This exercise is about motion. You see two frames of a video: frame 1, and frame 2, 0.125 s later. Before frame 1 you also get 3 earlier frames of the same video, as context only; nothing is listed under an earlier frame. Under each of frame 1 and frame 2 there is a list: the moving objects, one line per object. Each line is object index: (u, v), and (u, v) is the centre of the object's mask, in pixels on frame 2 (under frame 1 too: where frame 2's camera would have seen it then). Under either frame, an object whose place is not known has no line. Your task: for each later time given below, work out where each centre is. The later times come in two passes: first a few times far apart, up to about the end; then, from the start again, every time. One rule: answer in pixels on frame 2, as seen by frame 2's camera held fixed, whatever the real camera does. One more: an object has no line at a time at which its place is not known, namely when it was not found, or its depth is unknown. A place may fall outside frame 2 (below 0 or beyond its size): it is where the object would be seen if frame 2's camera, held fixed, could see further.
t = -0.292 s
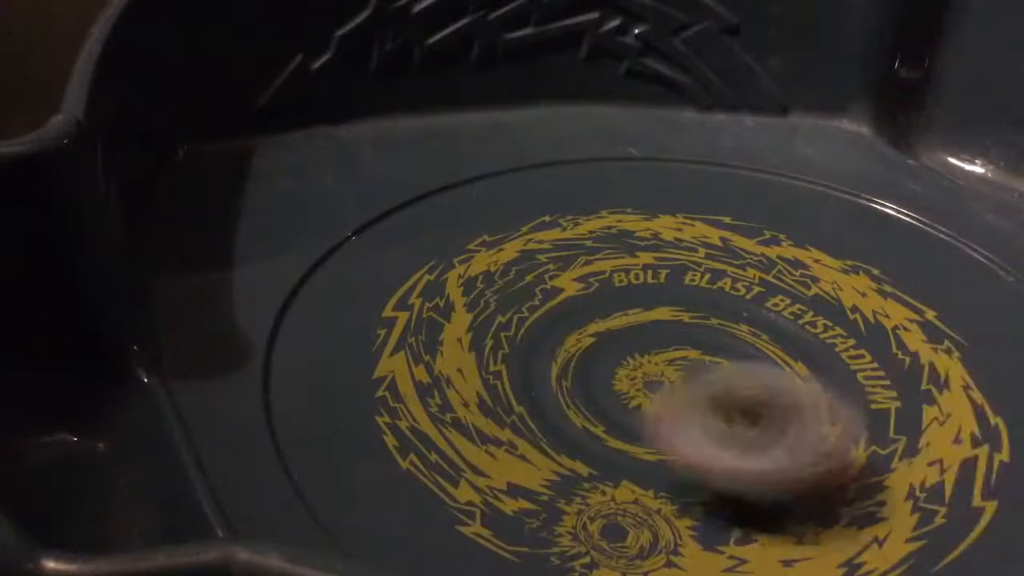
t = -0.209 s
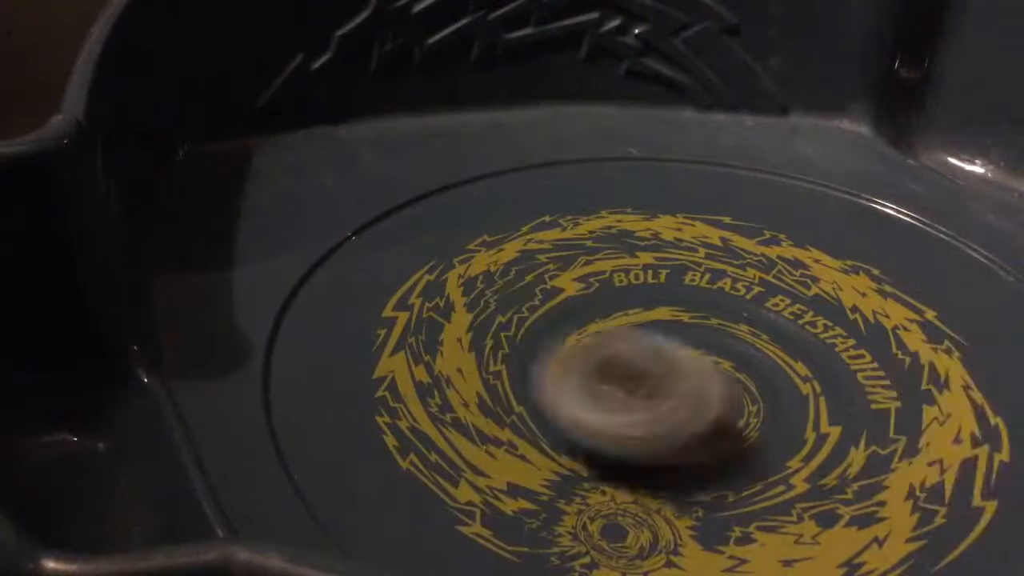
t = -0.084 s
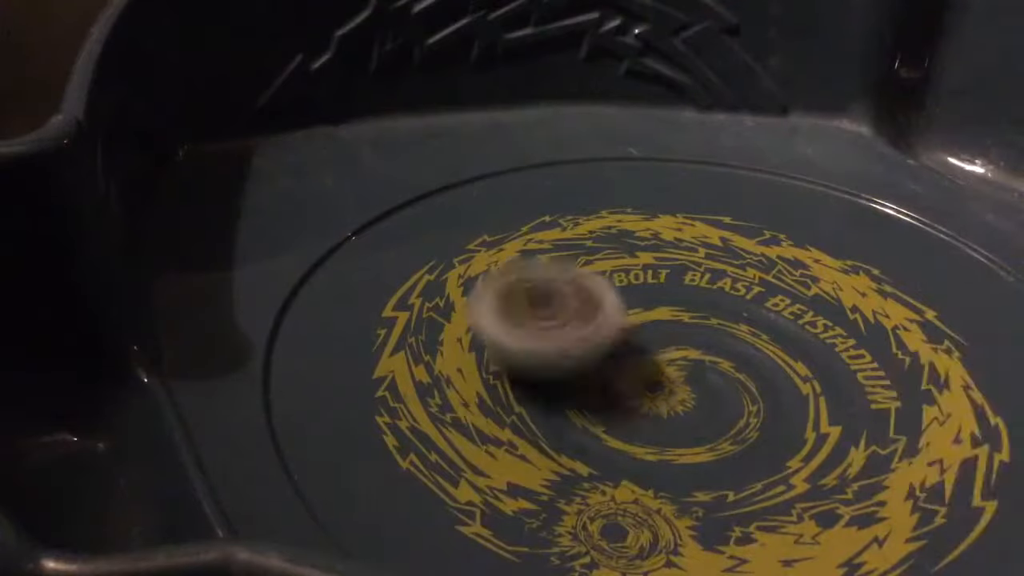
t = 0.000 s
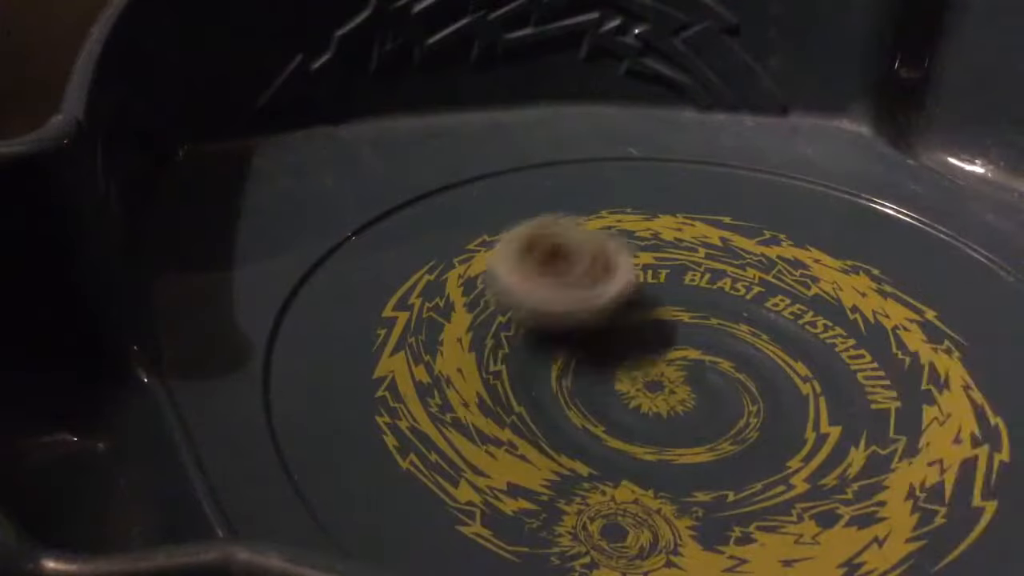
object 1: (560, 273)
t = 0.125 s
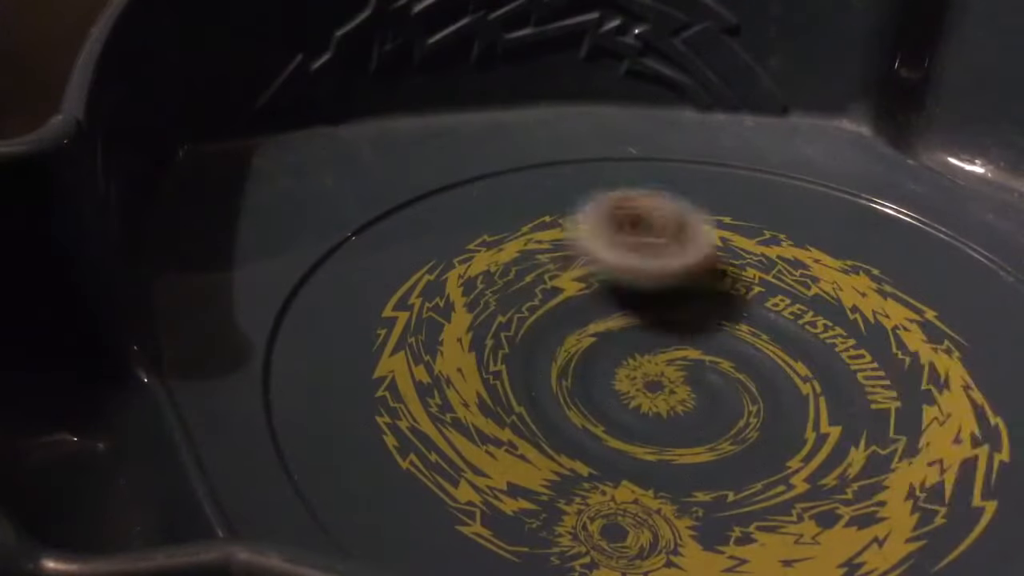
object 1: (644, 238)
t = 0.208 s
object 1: (712, 253)
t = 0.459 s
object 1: (855, 365)
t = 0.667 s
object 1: (708, 434)
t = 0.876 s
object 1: (595, 327)
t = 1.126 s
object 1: (817, 304)
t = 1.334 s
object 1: (851, 398)
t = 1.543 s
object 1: (694, 398)
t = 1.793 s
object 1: (610, 307)
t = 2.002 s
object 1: (710, 294)
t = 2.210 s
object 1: (790, 348)
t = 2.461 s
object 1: (767, 400)
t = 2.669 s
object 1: (774, 401)
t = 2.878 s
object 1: (779, 390)
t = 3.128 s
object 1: (786, 358)
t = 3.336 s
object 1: (772, 330)
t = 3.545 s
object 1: (758, 316)
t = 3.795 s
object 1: (732, 329)
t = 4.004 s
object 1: (734, 366)
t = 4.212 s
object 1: (738, 384)
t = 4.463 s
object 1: (721, 357)
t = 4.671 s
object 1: (685, 343)
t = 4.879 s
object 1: (658, 349)
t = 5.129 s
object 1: (686, 338)
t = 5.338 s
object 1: (682, 334)
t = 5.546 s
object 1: (700, 353)
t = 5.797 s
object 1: (721, 339)
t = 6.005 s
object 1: (710, 345)
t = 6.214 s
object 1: (707, 348)
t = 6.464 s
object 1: (707, 348)
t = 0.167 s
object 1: (676, 243)
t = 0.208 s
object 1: (712, 253)
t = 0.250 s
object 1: (756, 270)
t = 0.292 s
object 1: (793, 285)
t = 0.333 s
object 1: (819, 300)
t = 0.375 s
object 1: (839, 323)
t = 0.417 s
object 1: (853, 344)
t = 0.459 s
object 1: (855, 365)
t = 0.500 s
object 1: (853, 393)
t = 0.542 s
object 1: (835, 418)
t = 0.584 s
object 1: (800, 434)
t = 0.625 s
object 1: (756, 439)
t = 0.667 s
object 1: (708, 434)
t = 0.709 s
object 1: (666, 419)
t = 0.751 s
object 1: (627, 399)
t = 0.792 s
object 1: (601, 378)
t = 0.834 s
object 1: (590, 354)
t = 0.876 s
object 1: (595, 327)
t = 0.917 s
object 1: (614, 307)
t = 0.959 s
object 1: (641, 289)
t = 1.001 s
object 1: (687, 283)
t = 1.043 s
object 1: (732, 284)
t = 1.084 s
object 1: (777, 293)
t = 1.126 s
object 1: (817, 304)
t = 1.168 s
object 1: (841, 316)
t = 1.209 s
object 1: (862, 340)
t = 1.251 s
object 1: (875, 364)
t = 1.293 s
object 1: (870, 383)
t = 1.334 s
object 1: (851, 398)
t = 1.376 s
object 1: (831, 407)
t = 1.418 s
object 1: (801, 413)
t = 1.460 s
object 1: (766, 413)
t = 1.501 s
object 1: (726, 408)
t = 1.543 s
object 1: (694, 398)
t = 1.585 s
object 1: (662, 382)
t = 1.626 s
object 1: (637, 361)
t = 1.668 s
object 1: (625, 346)
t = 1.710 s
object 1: (617, 327)
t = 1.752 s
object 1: (616, 318)
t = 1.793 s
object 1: (610, 307)
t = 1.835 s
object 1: (613, 298)
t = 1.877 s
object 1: (634, 293)
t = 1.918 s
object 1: (660, 290)
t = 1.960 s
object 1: (684, 292)
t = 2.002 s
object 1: (710, 294)
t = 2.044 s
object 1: (736, 303)
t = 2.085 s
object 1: (758, 312)
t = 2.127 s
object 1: (773, 324)
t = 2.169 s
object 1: (786, 336)
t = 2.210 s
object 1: (790, 348)
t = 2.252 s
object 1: (792, 360)
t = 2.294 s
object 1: (795, 369)
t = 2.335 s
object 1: (786, 381)
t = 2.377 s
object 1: (784, 390)
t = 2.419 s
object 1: (777, 396)
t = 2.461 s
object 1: (767, 400)
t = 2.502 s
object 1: (765, 404)
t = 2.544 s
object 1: (771, 404)
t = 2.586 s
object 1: (773, 402)
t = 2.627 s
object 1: (771, 401)
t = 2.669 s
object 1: (774, 401)
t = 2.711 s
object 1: (769, 399)
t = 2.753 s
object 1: (770, 400)
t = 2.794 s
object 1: (779, 398)
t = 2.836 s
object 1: (780, 394)
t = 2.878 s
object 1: (779, 390)
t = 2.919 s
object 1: (787, 388)
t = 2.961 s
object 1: (785, 381)
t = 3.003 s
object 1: (784, 376)
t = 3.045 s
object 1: (791, 369)
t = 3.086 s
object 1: (797, 363)
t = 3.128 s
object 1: (786, 358)
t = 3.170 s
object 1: (786, 356)
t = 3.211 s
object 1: (790, 350)
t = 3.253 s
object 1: (789, 343)
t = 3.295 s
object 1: (780, 331)
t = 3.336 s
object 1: (772, 330)
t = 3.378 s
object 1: (774, 328)
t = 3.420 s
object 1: (772, 320)
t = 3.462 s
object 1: (760, 319)
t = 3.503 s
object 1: (760, 320)
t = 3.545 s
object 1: (758, 316)
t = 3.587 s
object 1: (752, 312)
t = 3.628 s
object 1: (747, 311)
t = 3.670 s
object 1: (740, 313)
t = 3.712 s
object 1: (741, 317)
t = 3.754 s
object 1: (739, 324)
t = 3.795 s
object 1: (732, 329)
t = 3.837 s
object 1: (725, 342)
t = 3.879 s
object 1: (725, 354)
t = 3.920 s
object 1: (732, 363)
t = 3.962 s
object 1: (732, 362)
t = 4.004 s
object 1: (734, 366)
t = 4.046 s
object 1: (738, 375)
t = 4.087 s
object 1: (740, 379)
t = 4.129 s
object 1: (742, 376)
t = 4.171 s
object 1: (737, 378)
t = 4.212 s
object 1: (738, 384)
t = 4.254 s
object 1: (747, 381)
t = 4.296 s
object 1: (750, 375)
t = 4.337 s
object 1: (745, 369)
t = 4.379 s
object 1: (739, 363)
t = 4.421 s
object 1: (734, 360)
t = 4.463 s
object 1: (721, 357)
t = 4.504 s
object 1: (706, 358)
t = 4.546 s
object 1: (707, 359)
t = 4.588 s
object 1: (705, 351)
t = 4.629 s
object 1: (697, 345)
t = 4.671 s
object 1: (685, 343)
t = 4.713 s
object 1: (671, 343)
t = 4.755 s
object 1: (663, 348)
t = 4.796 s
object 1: (661, 349)
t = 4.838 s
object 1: (659, 349)
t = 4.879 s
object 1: (658, 349)
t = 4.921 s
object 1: (658, 347)
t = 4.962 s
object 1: (661, 349)
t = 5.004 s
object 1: (672, 351)
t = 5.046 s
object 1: (684, 350)
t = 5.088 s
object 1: (688, 340)
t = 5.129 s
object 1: (686, 338)
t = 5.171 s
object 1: (683, 337)
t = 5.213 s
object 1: (684, 332)
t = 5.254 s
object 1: (685, 329)
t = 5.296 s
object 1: (682, 329)
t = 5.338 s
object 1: (682, 334)
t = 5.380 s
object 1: (687, 335)
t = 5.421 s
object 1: (689, 339)
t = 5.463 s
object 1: (692, 347)
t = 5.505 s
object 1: (696, 350)
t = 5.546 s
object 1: (700, 353)
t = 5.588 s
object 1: (704, 357)
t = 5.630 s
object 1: (707, 354)
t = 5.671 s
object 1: (712, 356)
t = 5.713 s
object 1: (717, 353)
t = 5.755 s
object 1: (720, 350)
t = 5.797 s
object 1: (721, 339)
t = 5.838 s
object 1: (722, 335)
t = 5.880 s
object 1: (718, 335)
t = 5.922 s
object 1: (715, 336)
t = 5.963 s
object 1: (713, 340)
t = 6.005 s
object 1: (710, 345)
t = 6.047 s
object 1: (708, 347)
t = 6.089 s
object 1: (707, 348)
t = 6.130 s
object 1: (707, 348)
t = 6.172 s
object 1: (707, 348)
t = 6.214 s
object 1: (707, 348)
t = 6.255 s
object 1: (707, 348)
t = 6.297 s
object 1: (707, 348)
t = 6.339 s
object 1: (707, 348)
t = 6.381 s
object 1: (707, 348)
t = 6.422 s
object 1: (707, 348)
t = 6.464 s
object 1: (707, 348)
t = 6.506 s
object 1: (707, 348)
